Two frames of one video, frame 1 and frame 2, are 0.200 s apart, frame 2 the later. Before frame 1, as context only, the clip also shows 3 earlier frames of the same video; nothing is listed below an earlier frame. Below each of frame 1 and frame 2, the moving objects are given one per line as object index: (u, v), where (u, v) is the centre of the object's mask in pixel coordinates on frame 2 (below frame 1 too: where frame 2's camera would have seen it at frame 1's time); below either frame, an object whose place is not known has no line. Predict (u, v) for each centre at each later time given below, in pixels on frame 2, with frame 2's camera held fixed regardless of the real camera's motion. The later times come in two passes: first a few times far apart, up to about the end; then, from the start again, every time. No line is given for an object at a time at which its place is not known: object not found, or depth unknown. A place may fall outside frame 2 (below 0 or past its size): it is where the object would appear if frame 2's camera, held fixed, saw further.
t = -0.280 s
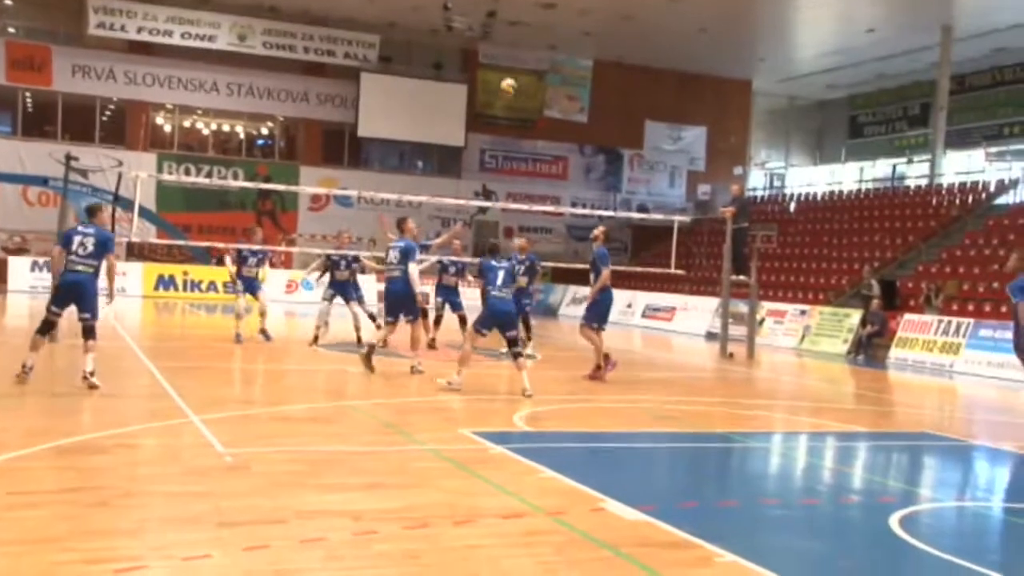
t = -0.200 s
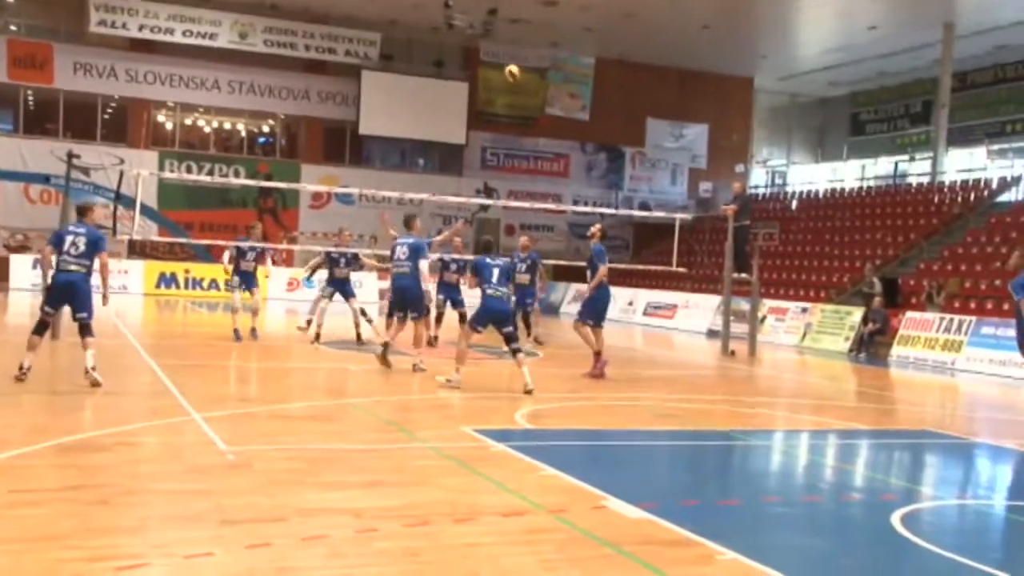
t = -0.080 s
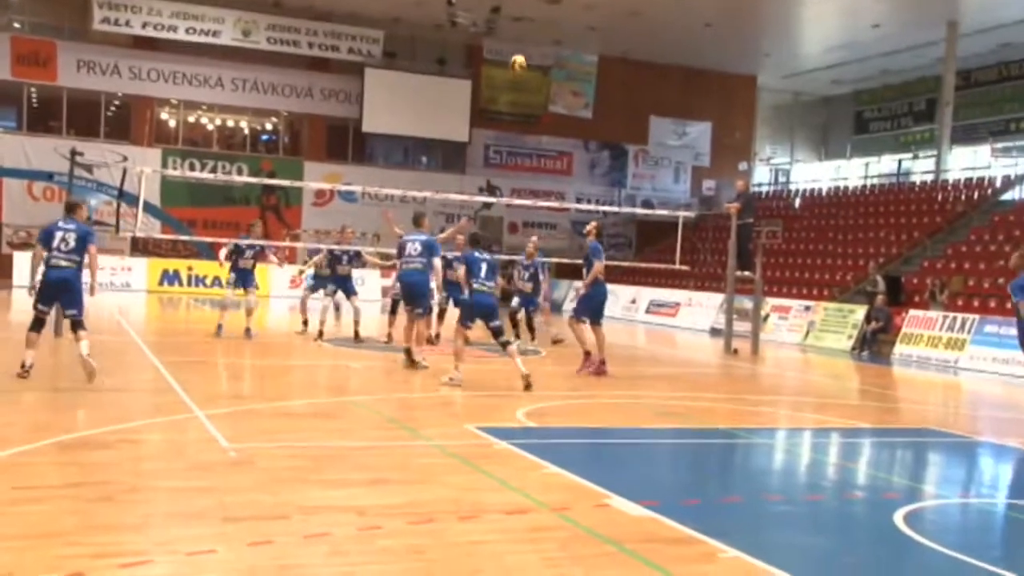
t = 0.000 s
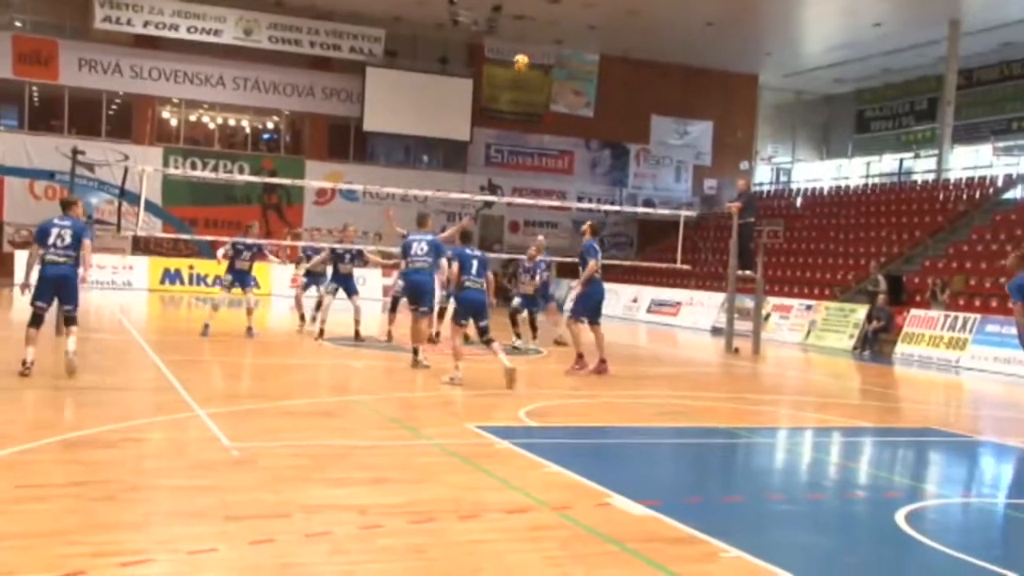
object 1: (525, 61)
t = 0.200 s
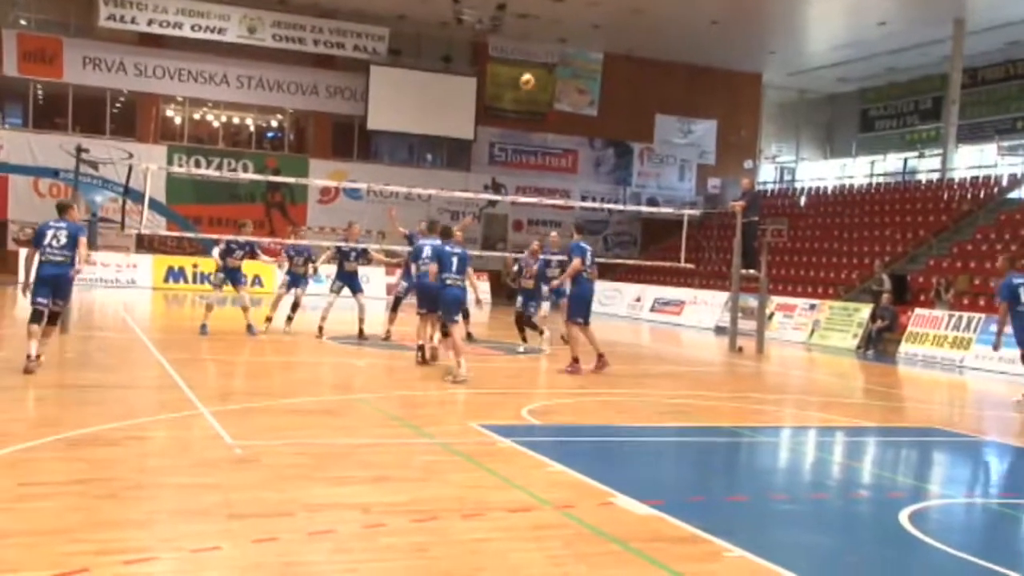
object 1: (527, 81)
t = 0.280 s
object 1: (527, 98)
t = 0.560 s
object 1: (526, 179)
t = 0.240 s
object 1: (527, 88)
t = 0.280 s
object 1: (527, 98)
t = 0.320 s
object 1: (526, 106)
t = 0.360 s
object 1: (527, 118)
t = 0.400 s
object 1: (527, 126)
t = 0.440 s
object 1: (526, 138)
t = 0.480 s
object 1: (526, 151)
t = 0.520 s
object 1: (527, 164)
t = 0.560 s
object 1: (526, 179)
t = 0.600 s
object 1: (526, 194)
